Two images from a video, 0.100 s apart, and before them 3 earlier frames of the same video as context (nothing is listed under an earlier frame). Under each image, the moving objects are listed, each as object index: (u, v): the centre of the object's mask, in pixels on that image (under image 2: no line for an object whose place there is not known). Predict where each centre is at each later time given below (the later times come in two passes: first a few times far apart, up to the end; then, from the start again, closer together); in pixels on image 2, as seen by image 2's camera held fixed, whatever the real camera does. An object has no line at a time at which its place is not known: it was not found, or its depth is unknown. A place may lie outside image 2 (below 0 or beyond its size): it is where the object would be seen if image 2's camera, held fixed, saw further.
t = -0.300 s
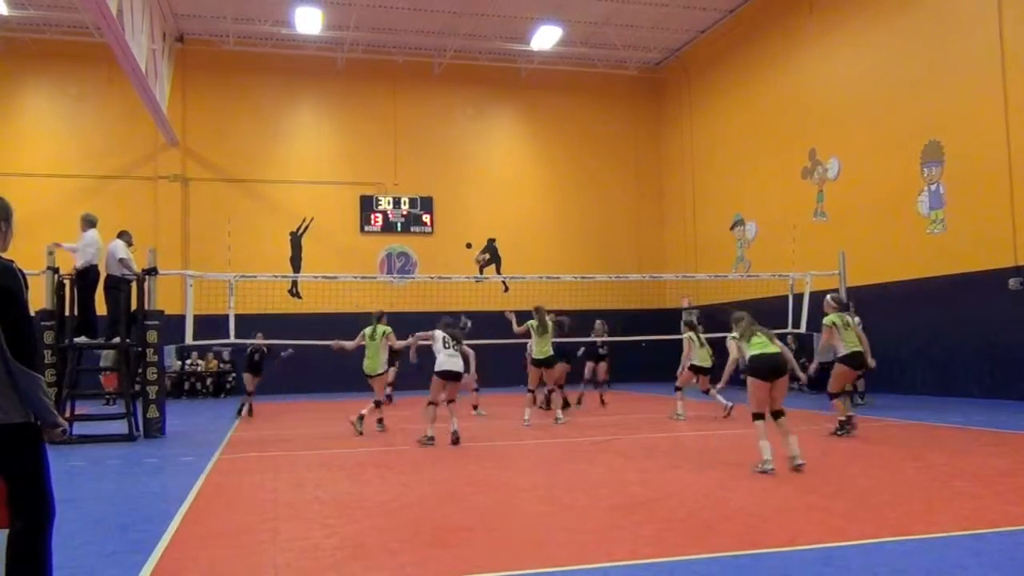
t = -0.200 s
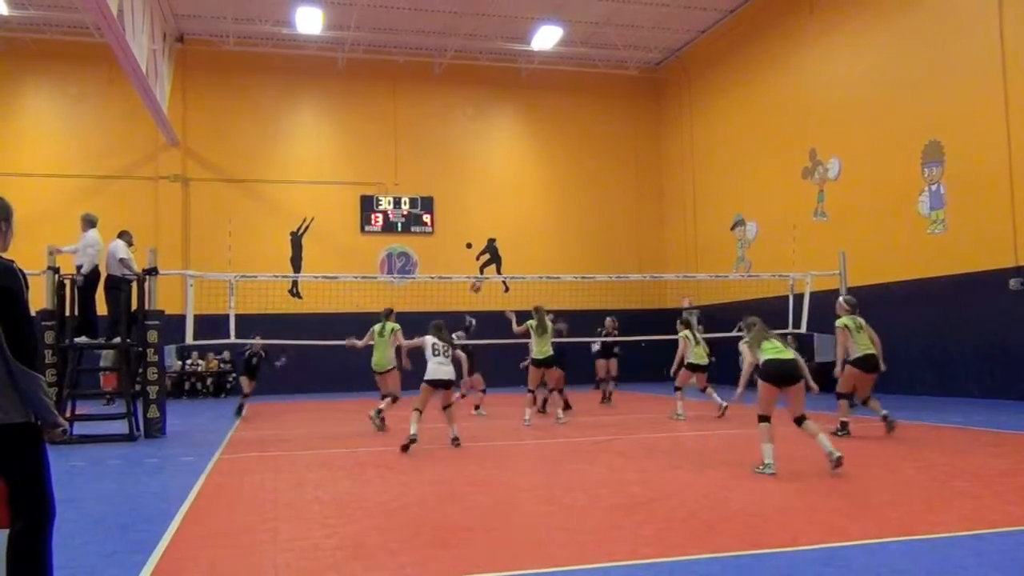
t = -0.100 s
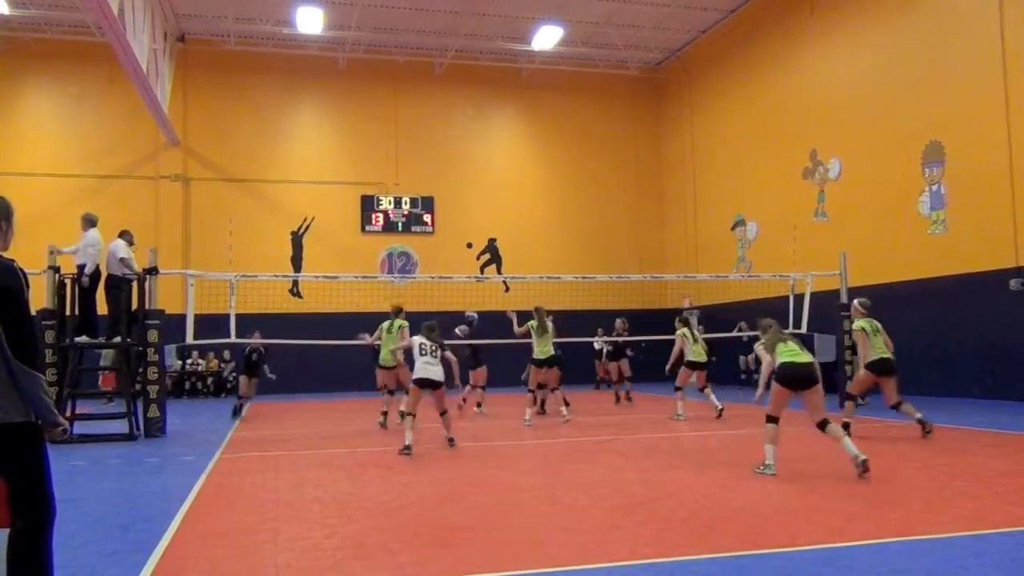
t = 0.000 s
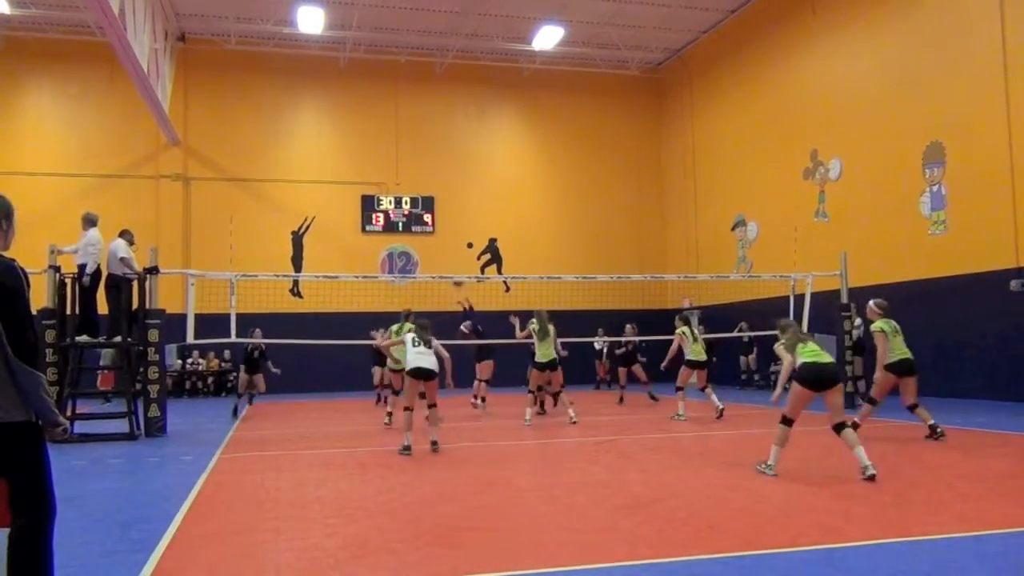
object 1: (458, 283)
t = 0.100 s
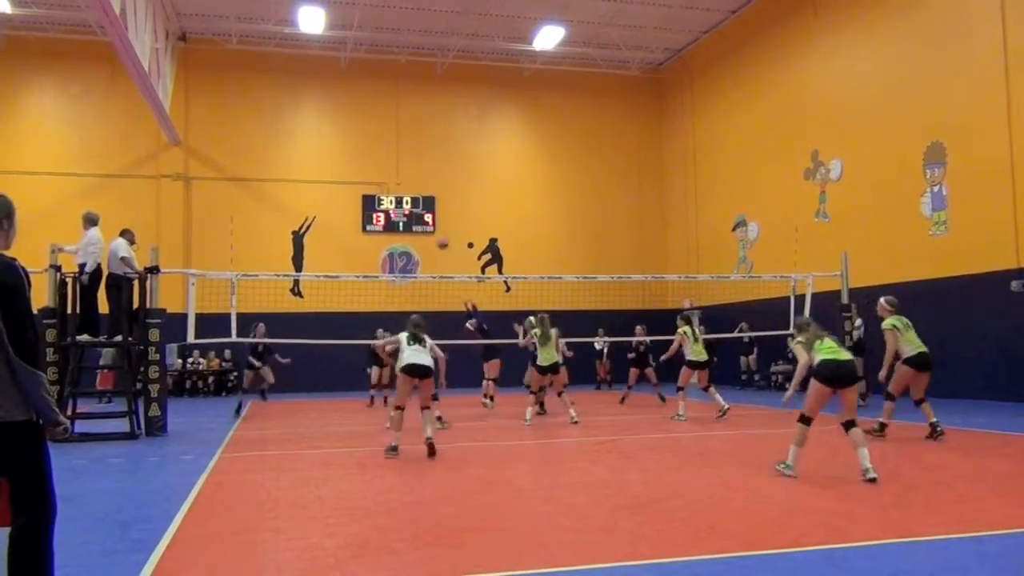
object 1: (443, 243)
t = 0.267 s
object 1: (417, 194)
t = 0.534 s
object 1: (378, 146)
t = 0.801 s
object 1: (339, 140)
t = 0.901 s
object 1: (324, 150)
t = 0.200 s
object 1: (426, 209)
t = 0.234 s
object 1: (422, 199)
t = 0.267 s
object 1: (417, 194)
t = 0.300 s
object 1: (412, 185)
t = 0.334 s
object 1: (408, 178)
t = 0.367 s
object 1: (402, 171)
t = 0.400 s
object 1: (398, 165)
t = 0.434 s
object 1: (393, 159)
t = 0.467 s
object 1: (387, 154)
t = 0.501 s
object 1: (383, 150)
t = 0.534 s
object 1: (378, 146)
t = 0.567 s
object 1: (373, 143)
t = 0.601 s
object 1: (369, 141)
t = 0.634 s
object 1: (364, 139)
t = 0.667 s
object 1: (360, 138)
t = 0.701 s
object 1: (354, 138)
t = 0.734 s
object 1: (348, 138)
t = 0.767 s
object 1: (344, 139)
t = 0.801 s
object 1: (339, 140)
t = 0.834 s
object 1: (333, 143)
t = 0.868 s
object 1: (328, 145)
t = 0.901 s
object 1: (324, 150)
